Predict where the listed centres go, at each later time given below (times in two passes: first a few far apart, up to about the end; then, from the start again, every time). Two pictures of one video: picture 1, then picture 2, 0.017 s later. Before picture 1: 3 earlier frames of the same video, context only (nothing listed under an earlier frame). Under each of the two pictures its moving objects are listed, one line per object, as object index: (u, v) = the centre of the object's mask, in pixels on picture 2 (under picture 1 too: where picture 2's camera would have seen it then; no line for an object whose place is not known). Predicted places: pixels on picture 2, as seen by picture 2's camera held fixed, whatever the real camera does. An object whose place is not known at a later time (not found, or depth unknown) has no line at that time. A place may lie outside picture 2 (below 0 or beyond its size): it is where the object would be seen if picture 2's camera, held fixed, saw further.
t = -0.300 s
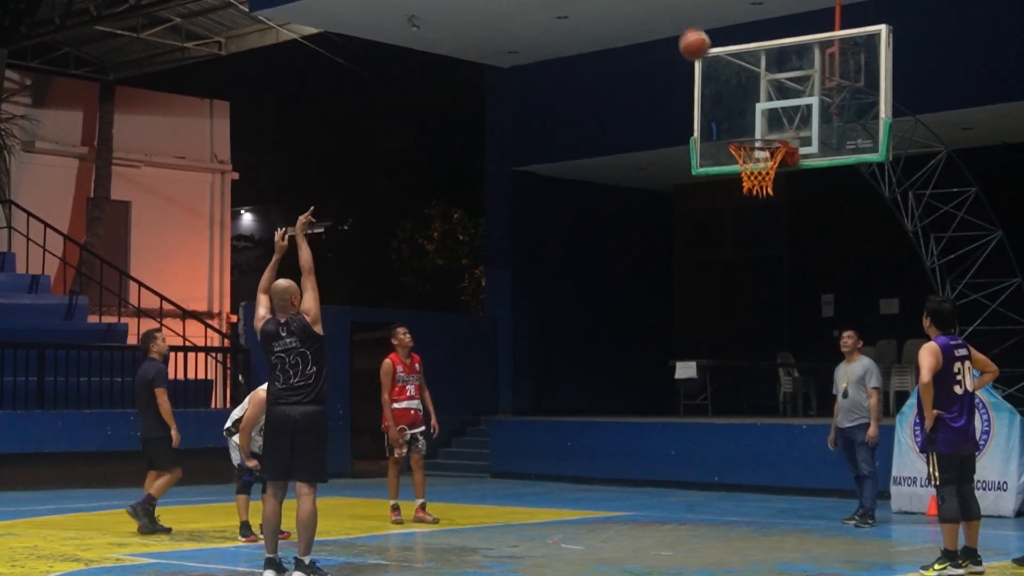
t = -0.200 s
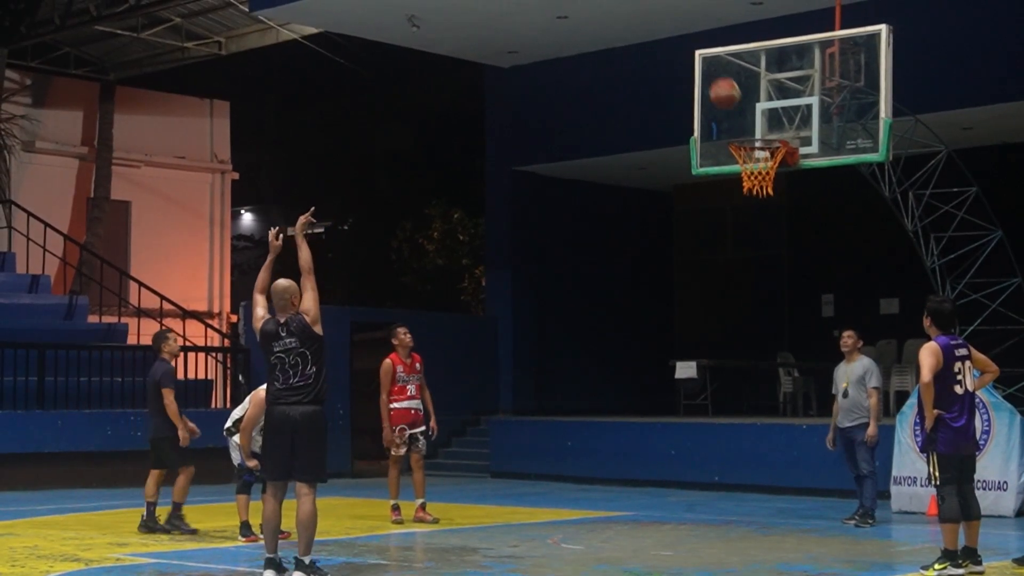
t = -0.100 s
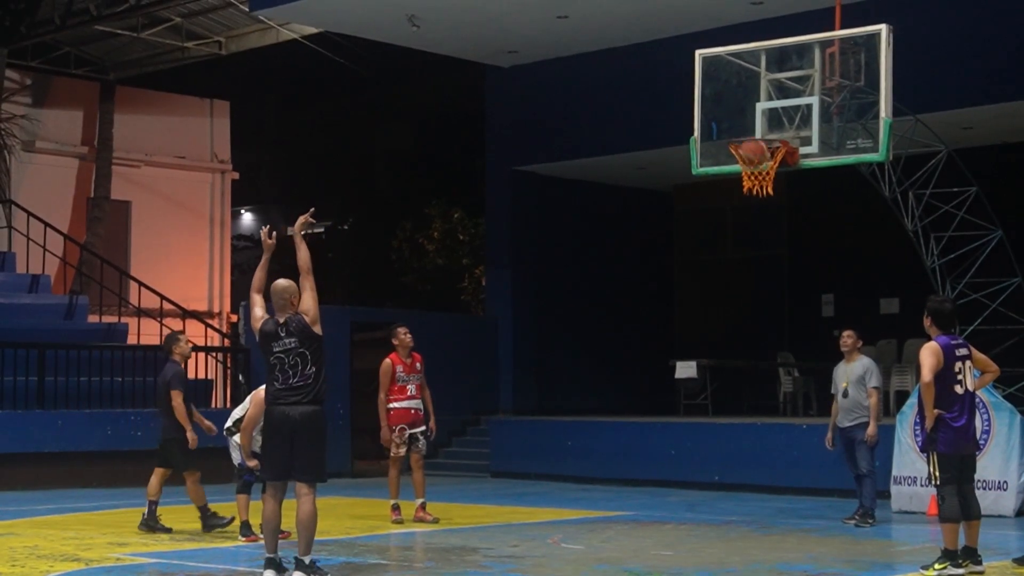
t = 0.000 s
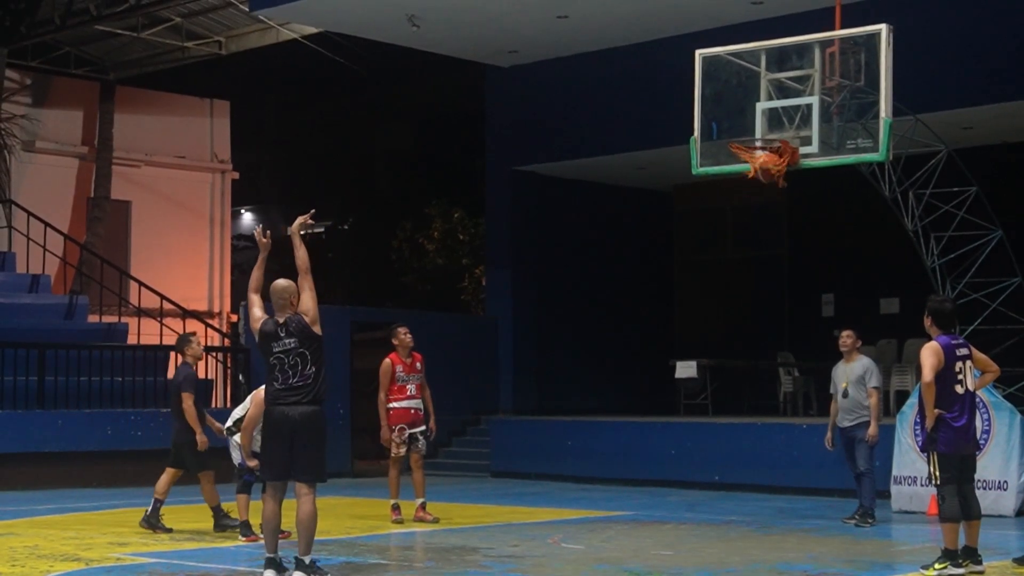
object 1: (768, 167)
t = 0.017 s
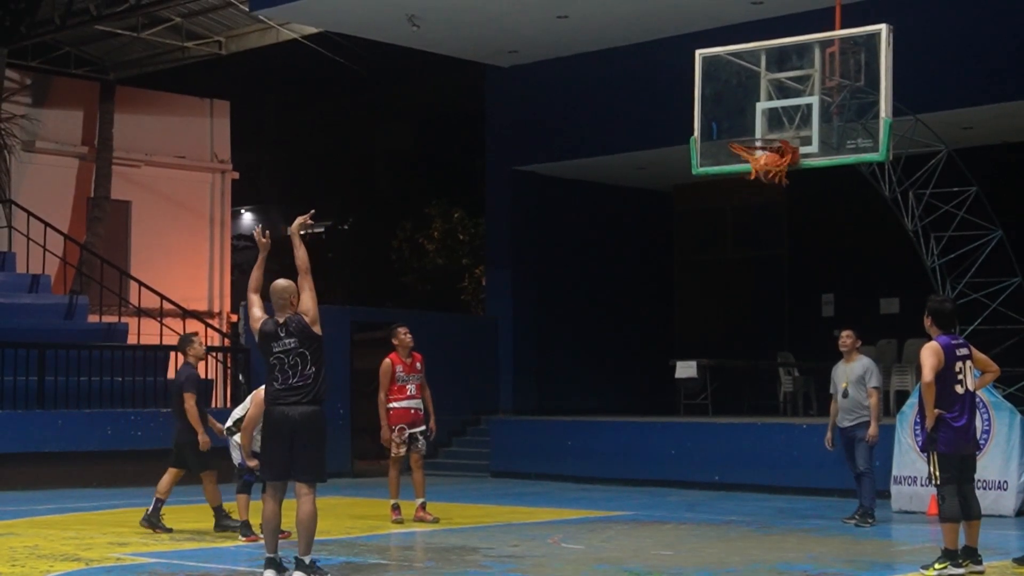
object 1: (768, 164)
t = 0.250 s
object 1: (764, 183)
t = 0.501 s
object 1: (742, 245)
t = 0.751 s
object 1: (721, 388)
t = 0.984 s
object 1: (704, 479)
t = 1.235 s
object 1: (680, 356)
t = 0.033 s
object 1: (770, 162)
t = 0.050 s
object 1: (770, 162)
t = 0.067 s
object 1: (768, 164)
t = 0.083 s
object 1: (769, 165)
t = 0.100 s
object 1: (770, 167)
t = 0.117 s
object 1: (770, 166)
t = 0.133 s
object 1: (770, 166)
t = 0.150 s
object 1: (769, 166)
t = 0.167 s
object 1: (768, 168)
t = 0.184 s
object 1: (767, 169)
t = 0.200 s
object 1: (766, 169)
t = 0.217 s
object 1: (765, 171)
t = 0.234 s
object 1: (763, 171)
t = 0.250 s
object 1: (764, 183)
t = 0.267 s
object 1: (762, 187)
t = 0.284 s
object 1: (758, 189)
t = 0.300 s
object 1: (759, 185)
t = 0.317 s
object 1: (757, 189)
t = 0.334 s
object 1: (754, 196)
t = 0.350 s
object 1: (754, 198)
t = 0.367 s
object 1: (753, 201)
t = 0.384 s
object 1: (752, 206)
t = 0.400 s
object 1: (750, 210)
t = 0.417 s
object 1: (749, 215)
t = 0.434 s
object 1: (748, 221)
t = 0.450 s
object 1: (746, 226)
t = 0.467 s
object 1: (745, 232)
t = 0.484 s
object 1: (743, 239)
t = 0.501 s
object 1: (742, 245)
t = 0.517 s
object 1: (740, 253)
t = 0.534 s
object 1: (739, 260)
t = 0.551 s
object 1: (737, 268)
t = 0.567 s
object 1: (736, 276)
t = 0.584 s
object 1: (735, 285)
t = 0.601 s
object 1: (733, 294)
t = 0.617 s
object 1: (732, 303)
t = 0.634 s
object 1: (730, 312)
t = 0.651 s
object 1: (729, 322)
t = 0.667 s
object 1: (728, 333)
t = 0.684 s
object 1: (726, 343)
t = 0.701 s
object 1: (725, 354)
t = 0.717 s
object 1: (724, 365)
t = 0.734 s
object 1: (723, 377)
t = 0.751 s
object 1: (721, 388)
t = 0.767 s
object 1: (720, 400)
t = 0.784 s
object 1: (719, 412)
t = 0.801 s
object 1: (718, 425)
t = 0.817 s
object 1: (716, 439)
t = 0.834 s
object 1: (715, 452)
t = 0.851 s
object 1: (714, 466)
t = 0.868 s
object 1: (713, 480)
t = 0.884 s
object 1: (713, 495)
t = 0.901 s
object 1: (712, 512)
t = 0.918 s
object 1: (711, 522)
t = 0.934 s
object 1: (709, 512)
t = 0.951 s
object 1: (707, 500)
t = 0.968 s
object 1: (706, 489)
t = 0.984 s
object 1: (704, 479)
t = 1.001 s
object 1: (702, 469)
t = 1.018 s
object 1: (700, 457)
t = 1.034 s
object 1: (699, 448)
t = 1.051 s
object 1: (697, 439)
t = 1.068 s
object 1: (696, 429)
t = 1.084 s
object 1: (694, 420)
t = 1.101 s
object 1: (693, 412)
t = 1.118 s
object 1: (691, 403)
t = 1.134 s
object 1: (689, 396)
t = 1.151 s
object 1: (688, 389)
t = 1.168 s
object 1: (686, 382)
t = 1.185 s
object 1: (685, 375)
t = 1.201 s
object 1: (683, 368)
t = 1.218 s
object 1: (681, 361)
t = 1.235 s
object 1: (680, 356)
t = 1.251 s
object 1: (678, 351)
